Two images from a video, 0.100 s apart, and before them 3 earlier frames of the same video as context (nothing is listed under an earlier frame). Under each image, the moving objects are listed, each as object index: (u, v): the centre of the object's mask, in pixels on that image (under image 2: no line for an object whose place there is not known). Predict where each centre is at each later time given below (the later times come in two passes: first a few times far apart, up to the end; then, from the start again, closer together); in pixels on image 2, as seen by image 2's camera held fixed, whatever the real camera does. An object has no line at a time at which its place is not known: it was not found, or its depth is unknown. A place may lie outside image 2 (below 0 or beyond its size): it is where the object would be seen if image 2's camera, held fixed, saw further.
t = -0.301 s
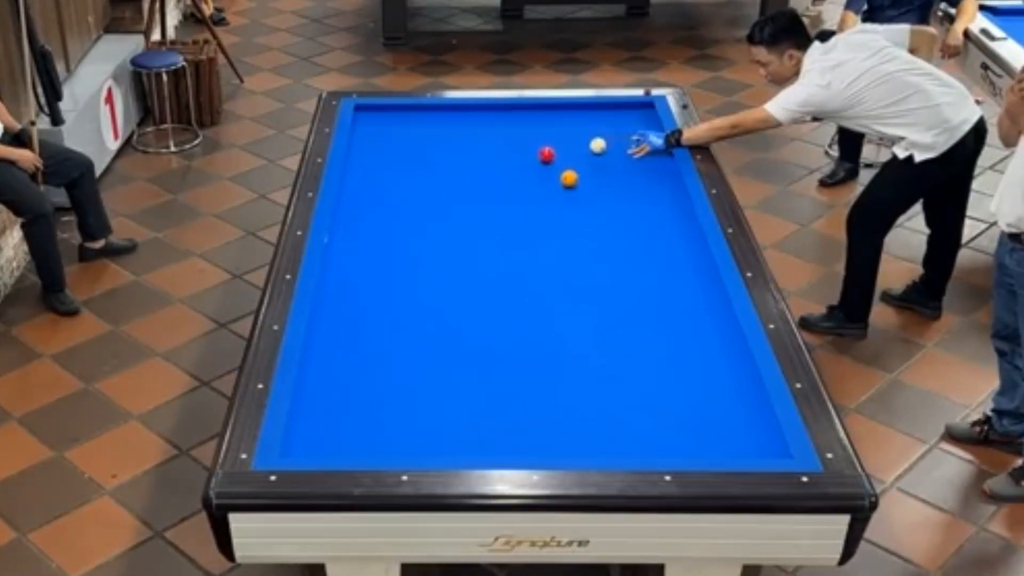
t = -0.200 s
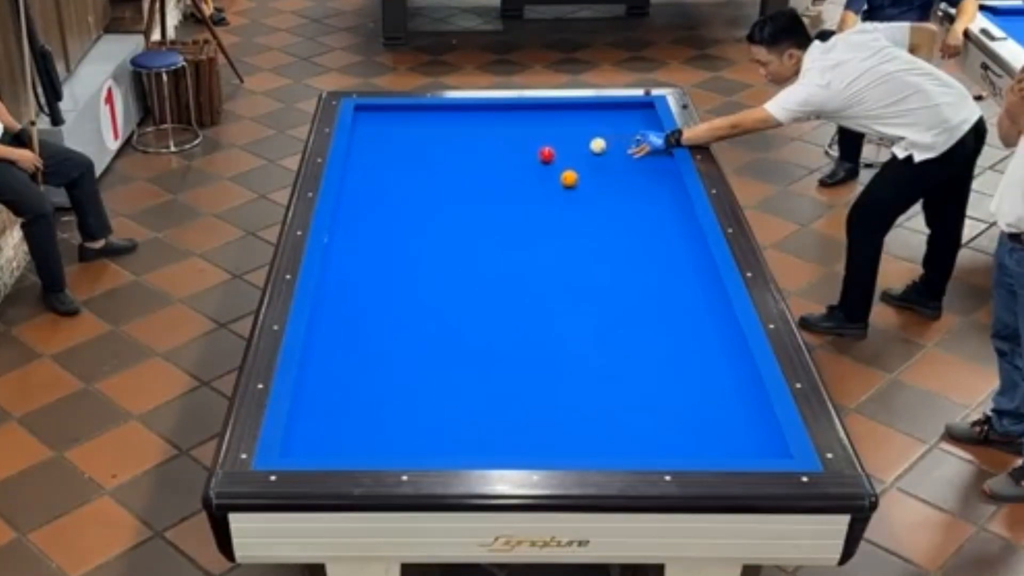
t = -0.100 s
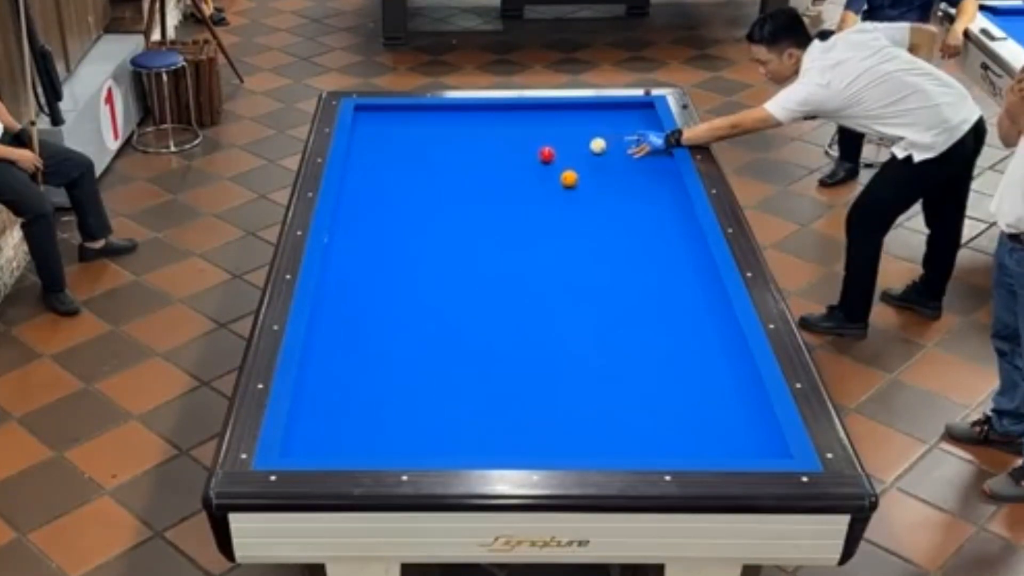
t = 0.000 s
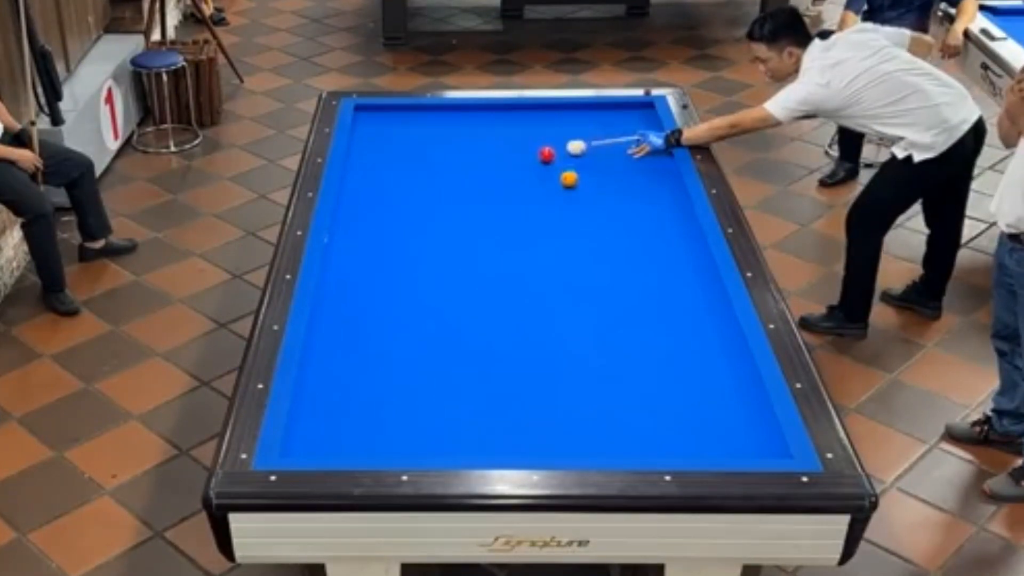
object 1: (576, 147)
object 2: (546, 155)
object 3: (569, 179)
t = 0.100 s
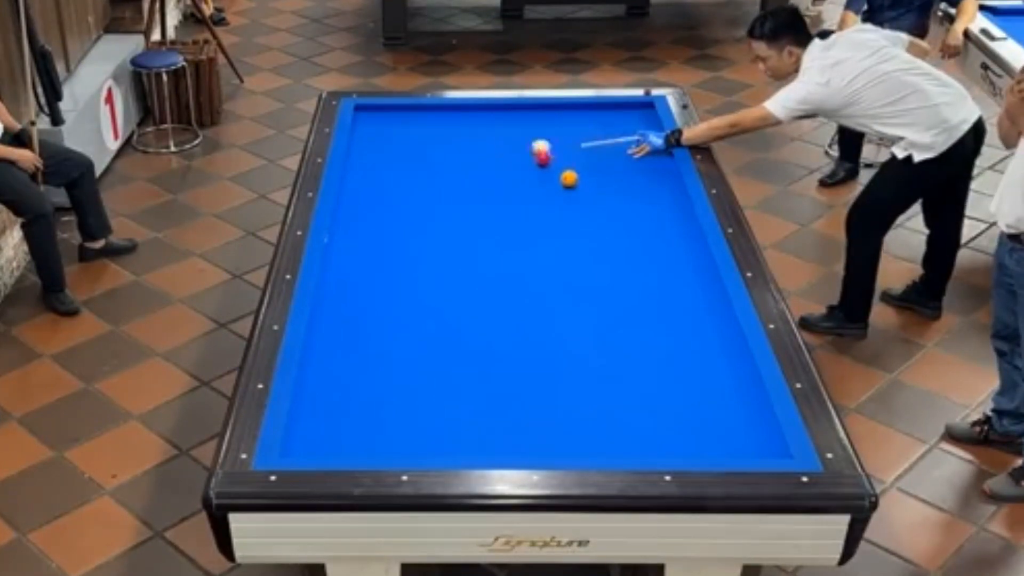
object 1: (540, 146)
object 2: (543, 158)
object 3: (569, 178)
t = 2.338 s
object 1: (572, 125)
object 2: (387, 281)
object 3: (569, 178)
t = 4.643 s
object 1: (580, 173)
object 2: (344, 403)
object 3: (567, 179)
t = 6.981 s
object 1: (571, 176)
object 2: (384, 440)
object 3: (523, 201)
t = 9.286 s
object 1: (571, 176)
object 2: (391, 432)
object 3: (520, 204)
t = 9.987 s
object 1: (571, 176)
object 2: (391, 432)
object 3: (520, 204)
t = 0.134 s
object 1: (531, 146)
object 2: (540, 160)
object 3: (568, 178)
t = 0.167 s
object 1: (521, 145)
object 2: (538, 162)
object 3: (569, 178)
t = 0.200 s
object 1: (511, 144)
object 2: (535, 164)
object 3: (569, 178)
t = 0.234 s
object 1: (501, 143)
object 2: (533, 166)
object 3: (569, 178)
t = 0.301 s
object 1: (482, 141)
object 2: (529, 169)
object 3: (569, 178)
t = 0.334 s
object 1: (472, 140)
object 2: (527, 171)
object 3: (569, 178)
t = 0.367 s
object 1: (462, 139)
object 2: (525, 174)
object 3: (569, 178)
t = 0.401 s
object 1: (453, 138)
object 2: (522, 175)
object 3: (569, 178)
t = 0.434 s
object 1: (443, 137)
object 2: (520, 176)
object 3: (569, 178)
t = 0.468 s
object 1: (434, 136)
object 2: (518, 178)
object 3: (569, 178)
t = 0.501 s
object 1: (425, 135)
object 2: (516, 180)
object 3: (569, 178)
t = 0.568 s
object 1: (406, 133)
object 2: (512, 183)
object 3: (569, 178)
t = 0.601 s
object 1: (397, 132)
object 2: (510, 185)
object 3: (569, 178)
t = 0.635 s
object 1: (388, 131)
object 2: (507, 187)
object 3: (569, 178)
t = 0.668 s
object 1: (379, 130)
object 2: (505, 189)
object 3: (569, 178)
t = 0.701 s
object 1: (370, 129)
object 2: (503, 191)
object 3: (569, 178)
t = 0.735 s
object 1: (361, 128)
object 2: (501, 192)
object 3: (569, 178)
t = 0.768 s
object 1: (359, 127)
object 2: (499, 194)
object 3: (569, 178)
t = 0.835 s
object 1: (374, 125)
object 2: (494, 197)
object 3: (569, 178)
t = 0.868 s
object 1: (380, 124)
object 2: (492, 199)
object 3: (569, 178)
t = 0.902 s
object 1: (386, 122)
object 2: (490, 201)
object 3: (569, 178)
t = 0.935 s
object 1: (392, 121)
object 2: (487, 203)
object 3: (569, 178)
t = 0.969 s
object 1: (397, 120)
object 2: (485, 205)
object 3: (569, 178)
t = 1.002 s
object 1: (401, 119)
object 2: (483, 206)
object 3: (569, 178)
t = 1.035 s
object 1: (406, 117)
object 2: (481, 208)
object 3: (569, 178)
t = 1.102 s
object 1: (416, 115)
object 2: (477, 212)
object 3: (569, 178)
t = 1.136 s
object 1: (421, 114)
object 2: (474, 214)
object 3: (569, 178)
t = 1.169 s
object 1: (426, 112)
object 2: (472, 215)
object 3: (569, 178)
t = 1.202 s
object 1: (431, 111)
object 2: (469, 217)
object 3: (569, 178)
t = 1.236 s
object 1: (436, 110)
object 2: (467, 219)
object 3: (569, 178)
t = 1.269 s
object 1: (440, 109)
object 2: (465, 221)
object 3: (569, 178)
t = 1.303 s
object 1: (445, 108)
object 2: (462, 223)
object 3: (569, 178)
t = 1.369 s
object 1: (454, 108)
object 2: (458, 226)
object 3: (569, 178)
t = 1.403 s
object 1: (458, 109)
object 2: (455, 229)
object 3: (569, 178)
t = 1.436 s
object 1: (462, 109)
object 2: (453, 230)
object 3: (569, 178)
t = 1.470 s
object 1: (466, 110)
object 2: (450, 232)
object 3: (569, 178)
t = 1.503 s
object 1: (470, 110)
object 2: (449, 234)
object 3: (569, 178)
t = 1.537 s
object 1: (474, 111)
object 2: (446, 235)
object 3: (569, 178)
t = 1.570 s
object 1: (478, 112)
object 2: (444, 238)
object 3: (569, 178)
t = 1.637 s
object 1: (487, 113)
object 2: (439, 242)
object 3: (569, 178)
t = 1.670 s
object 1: (491, 114)
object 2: (437, 243)
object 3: (569, 178)
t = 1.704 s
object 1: (495, 114)
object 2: (434, 245)
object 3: (569, 178)
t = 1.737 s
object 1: (499, 115)
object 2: (432, 247)
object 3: (569, 178)
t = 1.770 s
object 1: (503, 115)
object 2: (430, 249)
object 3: (569, 178)
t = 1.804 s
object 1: (507, 116)
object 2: (427, 251)
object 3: (569, 178)
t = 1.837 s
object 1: (511, 116)
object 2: (425, 253)
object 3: (569, 178)
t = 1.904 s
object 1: (519, 117)
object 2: (420, 256)
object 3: (569, 178)
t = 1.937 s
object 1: (524, 118)
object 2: (417, 258)
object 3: (569, 178)
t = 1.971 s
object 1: (528, 119)
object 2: (415, 260)
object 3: (569, 178)
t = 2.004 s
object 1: (532, 119)
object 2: (413, 262)
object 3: (569, 178)
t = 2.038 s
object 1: (536, 120)
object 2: (411, 264)
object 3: (569, 178)
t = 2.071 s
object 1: (540, 120)
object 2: (407, 266)
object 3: (569, 178)
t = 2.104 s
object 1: (544, 121)
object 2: (405, 268)
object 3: (569, 178)
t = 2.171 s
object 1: (552, 122)
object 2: (401, 272)
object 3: (569, 178)
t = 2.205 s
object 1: (556, 122)
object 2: (398, 274)
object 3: (569, 178)
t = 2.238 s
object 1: (560, 123)
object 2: (395, 275)
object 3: (569, 178)
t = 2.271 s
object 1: (564, 124)
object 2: (393, 277)
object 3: (569, 178)
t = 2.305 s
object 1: (569, 124)
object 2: (390, 280)
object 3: (569, 178)
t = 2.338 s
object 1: (572, 125)
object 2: (387, 281)
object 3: (569, 178)
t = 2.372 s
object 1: (577, 125)
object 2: (385, 283)
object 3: (569, 178)
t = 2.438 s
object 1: (585, 127)
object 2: (380, 287)
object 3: (569, 178)
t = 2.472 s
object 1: (589, 127)
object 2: (377, 289)
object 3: (569, 178)
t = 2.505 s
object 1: (593, 128)
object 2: (375, 291)
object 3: (569, 178)
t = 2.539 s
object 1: (597, 129)
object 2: (373, 293)
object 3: (569, 178)
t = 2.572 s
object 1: (601, 129)
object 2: (370, 295)
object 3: (569, 178)
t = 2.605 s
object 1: (605, 130)
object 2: (368, 297)
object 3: (569, 178)
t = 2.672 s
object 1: (613, 131)
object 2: (363, 301)
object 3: (569, 178)
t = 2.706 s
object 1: (617, 131)
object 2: (360, 303)
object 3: (569, 178)
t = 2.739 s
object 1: (621, 132)
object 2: (357, 305)
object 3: (569, 178)
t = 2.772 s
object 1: (626, 133)
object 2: (354, 307)
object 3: (569, 178)
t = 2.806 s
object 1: (630, 133)
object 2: (352, 309)
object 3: (569, 178)
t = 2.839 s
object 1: (633, 134)
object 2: (349, 311)
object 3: (569, 178)
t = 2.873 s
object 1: (637, 134)
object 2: (347, 312)
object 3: (569, 178)
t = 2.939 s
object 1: (646, 135)
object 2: (342, 316)
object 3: (569, 178)
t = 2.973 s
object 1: (650, 135)
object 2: (339, 318)
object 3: (569, 178)
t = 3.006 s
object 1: (654, 137)
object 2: (337, 320)
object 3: (569, 178)
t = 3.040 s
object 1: (658, 137)
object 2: (335, 322)
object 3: (569, 178)
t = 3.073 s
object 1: (657, 137)
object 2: (332, 324)
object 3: (569, 178)
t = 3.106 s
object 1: (655, 138)
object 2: (329, 326)
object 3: (569, 178)
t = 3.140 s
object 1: (653, 140)
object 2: (327, 328)
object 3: (569, 178)
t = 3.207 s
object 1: (649, 141)
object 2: (321, 332)
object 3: (569, 178)
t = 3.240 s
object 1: (648, 142)
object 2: (318, 334)
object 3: (569, 178)
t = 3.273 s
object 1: (646, 143)
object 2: (315, 336)
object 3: (569, 178)
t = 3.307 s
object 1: (644, 143)
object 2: (314, 339)
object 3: (569, 178)
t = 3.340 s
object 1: (643, 144)
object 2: (315, 340)
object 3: (569, 178)
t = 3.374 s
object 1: (641, 145)
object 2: (316, 342)
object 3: (569, 178)
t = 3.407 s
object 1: (639, 146)
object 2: (317, 343)
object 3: (569, 178)
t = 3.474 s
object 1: (636, 148)
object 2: (318, 346)
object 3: (569, 178)
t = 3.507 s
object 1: (634, 149)
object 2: (319, 348)
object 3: (569, 178)
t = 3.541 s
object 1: (632, 149)
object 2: (320, 349)
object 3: (569, 178)
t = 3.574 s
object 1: (630, 150)
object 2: (321, 351)
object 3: (569, 178)
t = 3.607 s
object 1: (629, 151)
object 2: (321, 353)
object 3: (569, 178)
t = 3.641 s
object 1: (627, 152)
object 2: (322, 355)
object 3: (569, 178)
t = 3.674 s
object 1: (625, 152)
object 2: (323, 356)
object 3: (569, 178)
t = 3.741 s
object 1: (622, 154)
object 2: (325, 359)
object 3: (569, 178)
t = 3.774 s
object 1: (620, 155)
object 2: (325, 361)
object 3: (569, 178)
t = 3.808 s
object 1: (618, 155)
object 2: (326, 362)
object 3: (569, 178)
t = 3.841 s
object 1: (617, 156)
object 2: (326, 364)
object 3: (569, 178)
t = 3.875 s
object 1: (615, 157)
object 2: (327, 366)
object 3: (569, 178)
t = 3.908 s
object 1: (613, 158)
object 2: (328, 367)
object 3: (569, 178)
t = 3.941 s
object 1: (612, 159)
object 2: (329, 369)
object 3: (569, 178)
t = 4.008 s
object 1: (608, 160)
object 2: (330, 372)
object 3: (569, 178)
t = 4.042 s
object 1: (607, 161)
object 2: (331, 374)
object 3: (569, 178)
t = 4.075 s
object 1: (605, 162)
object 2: (331, 376)
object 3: (569, 178)
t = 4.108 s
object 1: (604, 162)
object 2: (332, 377)
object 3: (569, 178)
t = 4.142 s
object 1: (602, 163)
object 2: (333, 379)
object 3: (569, 178)
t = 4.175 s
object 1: (600, 164)
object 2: (334, 380)
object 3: (569, 178)
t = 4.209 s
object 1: (597, 165)
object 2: (335, 383)
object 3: (569, 178)
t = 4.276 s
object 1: (594, 167)
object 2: (336, 387)
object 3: (569, 178)
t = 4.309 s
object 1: (592, 167)
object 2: (337, 388)
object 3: (569, 178)
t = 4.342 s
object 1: (590, 168)
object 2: (338, 389)
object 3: (569, 178)
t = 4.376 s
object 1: (589, 169)
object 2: (339, 391)
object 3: (569, 178)
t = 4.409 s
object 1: (588, 170)
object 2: (339, 392)
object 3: (569, 178)
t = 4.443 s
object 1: (586, 171)
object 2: (340, 394)
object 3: (569, 178)
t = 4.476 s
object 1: (584, 171)
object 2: (341, 396)
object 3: (569, 179)
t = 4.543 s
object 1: (582, 172)
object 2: (342, 399)
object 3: (569, 179)
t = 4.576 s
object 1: (581, 172)
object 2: (343, 400)
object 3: (568, 179)
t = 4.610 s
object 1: (580, 173)
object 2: (343, 402)
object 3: (567, 179)
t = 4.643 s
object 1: (580, 173)
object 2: (344, 403)
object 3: (567, 179)
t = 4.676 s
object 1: (579, 173)
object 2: (345, 405)
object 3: (566, 180)
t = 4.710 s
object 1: (579, 173)
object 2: (346, 406)
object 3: (565, 180)
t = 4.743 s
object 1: (578, 173)
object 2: (346, 408)
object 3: (564, 180)
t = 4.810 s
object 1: (578, 173)
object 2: (348, 411)
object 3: (564, 181)
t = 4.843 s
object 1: (577, 174)
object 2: (348, 412)
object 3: (563, 181)
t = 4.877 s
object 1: (577, 174)
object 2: (349, 413)
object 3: (562, 181)
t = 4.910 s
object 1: (576, 174)
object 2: (350, 415)
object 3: (561, 182)
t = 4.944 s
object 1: (575, 174)
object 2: (351, 416)
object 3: (559, 182)
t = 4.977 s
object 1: (575, 175)
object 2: (351, 418)
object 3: (559, 183)
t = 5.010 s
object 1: (574, 175)
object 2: (352, 419)
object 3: (558, 183)
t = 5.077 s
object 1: (574, 175)
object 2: (353, 422)
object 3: (557, 184)
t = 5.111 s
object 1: (574, 175)
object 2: (354, 423)
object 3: (556, 185)
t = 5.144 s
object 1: (574, 175)
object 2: (355, 425)
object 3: (555, 185)
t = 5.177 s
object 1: (574, 175)
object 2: (355, 426)
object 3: (554, 185)
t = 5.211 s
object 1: (573, 175)
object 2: (357, 427)
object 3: (552, 186)
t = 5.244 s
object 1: (573, 175)
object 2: (357, 428)
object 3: (552, 187)
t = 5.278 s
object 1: (573, 175)
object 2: (358, 430)
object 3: (551, 187)
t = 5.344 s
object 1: (572, 175)
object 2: (359, 432)
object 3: (550, 188)
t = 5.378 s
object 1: (572, 175)
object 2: (360, 433)
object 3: (549, 188)
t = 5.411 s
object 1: (572, 175)
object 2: (361, 434)
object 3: (548, 189)
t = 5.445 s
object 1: (572, 175)
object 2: (361, 436)
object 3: (547, 189)
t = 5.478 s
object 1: (572, 175)
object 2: (362, 438)
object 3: (546, 189)
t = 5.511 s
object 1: (572, 176)
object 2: (363, 438)
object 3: (546, 190)
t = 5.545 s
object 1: (572, 176)
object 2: (363, 440)
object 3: (545, 190)
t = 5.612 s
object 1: (572, 176)
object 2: (365, 442)
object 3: (543, 191)
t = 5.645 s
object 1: (572, 176)
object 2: (366, 443)
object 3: (543, 191)
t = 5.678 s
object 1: (572, 176)
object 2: (366, 443)
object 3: (542, 191)
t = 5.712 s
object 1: (572, 176)
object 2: (367, 444)
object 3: (542, 192)
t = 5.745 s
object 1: (571, 176)
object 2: (367, 445)
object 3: (541, 192)
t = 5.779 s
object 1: (571, 176)
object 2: (367, 445)
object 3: (541, 192)
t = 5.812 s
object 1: (571, 176)
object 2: (368, 446)
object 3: (540, 192)
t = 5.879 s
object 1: (571, 176)
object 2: (370, 448)
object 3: (538, 193)
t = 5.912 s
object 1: (571, 176)
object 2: (371, 448)
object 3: (538, 193)
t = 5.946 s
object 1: (571, 176)
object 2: (371, 449)
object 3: (537, 194)
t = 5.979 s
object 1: (571, 176)
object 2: (372, 448)
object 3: (537, 194)
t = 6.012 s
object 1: (571, 176)
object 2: (372, 448)
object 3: (536, 195)
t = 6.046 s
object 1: (571, 176)
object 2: (373, 448)
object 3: (535, 195)
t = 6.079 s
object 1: (571, 176)
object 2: (373, 447)
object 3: (535, 195)
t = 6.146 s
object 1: (571, 176)
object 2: (374, 447)
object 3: (534, 196)
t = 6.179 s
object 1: (571, 176)
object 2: (375, 447)
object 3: (534, 196)
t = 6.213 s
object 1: (572, 176)
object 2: (375, 447)
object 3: (533, 197)
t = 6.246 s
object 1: (572, 176)
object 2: (376, 446)
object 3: (532, 197)
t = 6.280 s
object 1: (572, 176)
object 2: (377, 446)
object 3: (532, 197)
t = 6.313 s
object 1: (572, 176)
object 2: (377, 445)
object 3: (531, 197)
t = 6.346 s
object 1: (572, 176)
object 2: (378, 445)
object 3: (531, 198)
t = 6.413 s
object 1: (572, 176)
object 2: (379, 444)
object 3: (530, 198)
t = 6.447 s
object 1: (571, 176)
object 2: (379, 444)
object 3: (529, 198)
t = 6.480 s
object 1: (572, 176)
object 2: (379, 444)
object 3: (529, 198)
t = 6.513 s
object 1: (572, 176)
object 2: (380, 443)
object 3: (529, 199)
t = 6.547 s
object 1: (572, 176)
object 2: (380, 443)
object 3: (528, 199)
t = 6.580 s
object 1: (572, 176)
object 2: (380, 443)
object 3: (528, 199)
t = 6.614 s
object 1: (572, 176)
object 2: (381, 442)
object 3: (527, 200)
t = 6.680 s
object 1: (572, 176)
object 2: (381, 442)
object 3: (526, 200)
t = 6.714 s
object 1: (572, 176)
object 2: (381, 442)
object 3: (526, 200)
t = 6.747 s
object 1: (572, 176)
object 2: (382, 442)
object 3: (526, 200)
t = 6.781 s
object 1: (572, 176)
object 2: (382, 442)
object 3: (526, 200)
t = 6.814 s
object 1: (572, 176)
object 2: (382, 441)
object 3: (525, 200)
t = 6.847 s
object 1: (572, 176)
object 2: (382, 441)
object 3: (525, 201)
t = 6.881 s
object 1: (572, 176)
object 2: (383, 441)
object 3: (525, 201)
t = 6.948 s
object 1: (571, 176)
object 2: (384, 440)
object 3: (524, 201)
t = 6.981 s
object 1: (571, 176)
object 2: (384, 440)
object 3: (523, 201)
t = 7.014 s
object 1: (572, 176)
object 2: (385, 440)
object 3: (523, 201)
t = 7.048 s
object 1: (571, 176)
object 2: (385, 439)
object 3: (523, 202)
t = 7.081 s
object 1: (572, 176)
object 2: (385, 439)
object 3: (523, 201)
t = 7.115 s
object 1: (572, 176)
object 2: (385, 439)
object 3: (522, 202)
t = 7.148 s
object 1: (572, 176)
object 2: (385, 438)
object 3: (522, 202)
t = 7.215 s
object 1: (571, 176)
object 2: (388, 436)
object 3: (521, 202)
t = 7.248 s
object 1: (571, 176)
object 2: (388, 436)
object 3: (521, 203)
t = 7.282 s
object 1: (571, 176)
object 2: (388, 435)
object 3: (521, 203)
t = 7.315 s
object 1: (571, 176)
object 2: (388, 435)
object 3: (521, 203)
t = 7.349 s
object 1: (571, 176)
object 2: (388, 435)
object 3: (521, 203)
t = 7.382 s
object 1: (571, 176)
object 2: (388, 434)
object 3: (520, 203)
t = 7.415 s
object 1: (571, 176)
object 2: (389, 434)
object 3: (521, 203)
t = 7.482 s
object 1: (571, 176)
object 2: (389, 434)
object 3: (520, 203)
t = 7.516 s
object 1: (571, 176)
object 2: (389, 433)
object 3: (520, 203)
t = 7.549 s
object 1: (571, 176)
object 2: (389, 433)
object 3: (520, 203)
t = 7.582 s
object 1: (571, 176)
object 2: (389, 433)
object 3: (520, 203)
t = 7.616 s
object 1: (571, 176)
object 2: (389, 433)
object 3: (520, 203)
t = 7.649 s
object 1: (571, 176)
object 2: (390, 433)
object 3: (520, 203)
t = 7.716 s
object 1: (571, 175)
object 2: (390, 432)
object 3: (520, 204)
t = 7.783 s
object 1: (571, 175)
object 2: (390, 433)
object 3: (520, 204)
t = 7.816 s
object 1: (571, 175)
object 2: (390, 433)
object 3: (520, 204)
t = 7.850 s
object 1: (571, 175)
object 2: (390, 433)
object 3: (520, 204)
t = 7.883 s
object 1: (571, 175)
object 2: (390, 433)
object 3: (520, 204)
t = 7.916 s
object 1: (571, 175)
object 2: (390, 432)
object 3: (520, 204)
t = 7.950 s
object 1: (571, 175)
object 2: (390, 432)
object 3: (520, 204)
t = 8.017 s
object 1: (571, 175)
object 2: (390, 432)
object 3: (520, 204)
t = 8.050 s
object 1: (571, 175)
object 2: (390, 432)
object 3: (520, 204)
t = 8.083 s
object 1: (571, 175)
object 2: (390, 432)
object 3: (519, 204)
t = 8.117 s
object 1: (571, 175)
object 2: (390, 432)
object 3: (520, 204)
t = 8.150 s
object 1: (571, 175)
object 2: (390, 432)
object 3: (520, 204)
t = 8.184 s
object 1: (571, 175)
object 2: (390, 432)
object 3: (520, 204)
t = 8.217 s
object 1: (571, 176)
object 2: (391, 432)
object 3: (520, 204)
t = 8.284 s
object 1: (571, 176)
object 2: (391, 432)
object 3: (520, 204)
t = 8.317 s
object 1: (571, 176)
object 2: (391, 432)
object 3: (520, 204)
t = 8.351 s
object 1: (571, 176)
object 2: (391, 432)
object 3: (520, 204)
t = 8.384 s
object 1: (571, 176)
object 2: (391, 432)
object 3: (520, 204)
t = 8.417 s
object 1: (571, 176)
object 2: (391, 432)
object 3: (520, 204)
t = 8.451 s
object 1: (571, 176)
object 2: (391, 432)
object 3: (520, 204)
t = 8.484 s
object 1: (571, 176)
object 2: (391, 432)
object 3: (520, 204)
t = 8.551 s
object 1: (571, 176)
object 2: (391, 432)
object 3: (520, 204)
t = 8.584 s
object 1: (571, 176)
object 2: (391, 432)
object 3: (520, 204)
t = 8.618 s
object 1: (571, 176)
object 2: (391, 432)
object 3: (520, 204)
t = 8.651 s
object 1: (571, 176)
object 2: (391, 432)
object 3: (520, 204)
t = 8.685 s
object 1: (571, 176)
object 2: (391, 432)
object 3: (520, 204)
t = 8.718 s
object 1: (571, 176)
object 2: (391, 432)
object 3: (520, 204)
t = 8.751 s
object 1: (571, 176)
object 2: (391, 432)
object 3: (520, 204)
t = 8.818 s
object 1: (571, 176)
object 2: (391, 432)
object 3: (520, 204)
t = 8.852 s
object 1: (571, 176)
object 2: (391, 432)
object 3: (520, 204)
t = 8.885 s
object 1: (571, 176)
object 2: (391, 432)
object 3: (520, 204)
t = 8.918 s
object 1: (571, 176)
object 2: (391, 432)
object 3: (520, 204)
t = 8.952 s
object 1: (571, 176)
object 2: (391, 432)
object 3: (520, 204)
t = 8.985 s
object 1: (571, 176)
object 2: (391, 432)
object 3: (520, 204)
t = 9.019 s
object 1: (571, 176)
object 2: (391, 432)
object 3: (520, 204)
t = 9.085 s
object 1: (571, 176)
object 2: (391, 432)
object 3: (520, 204)
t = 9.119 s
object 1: (571, 176)
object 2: (391, 432)
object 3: (520, 204)
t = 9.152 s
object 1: (571, 176)
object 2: (391, 432)
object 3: (520, 204)
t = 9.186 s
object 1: (571, 176)
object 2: (391, 432)
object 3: (520, 204)
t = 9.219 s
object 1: (571, 176)
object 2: (391, 432)
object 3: (520, 204)
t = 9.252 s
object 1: (571, 176)
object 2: (391, 432)
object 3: (520, 204)
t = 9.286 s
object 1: (571, 176)
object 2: (391, 432)
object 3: (520, 204)
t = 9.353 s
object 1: (571, 176)
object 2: (391, 432)
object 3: (520, 204)
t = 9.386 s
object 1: (571, 176)
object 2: (391, 432)
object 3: (520, 204)
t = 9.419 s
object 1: (571, 176)
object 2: (391, 432)
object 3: (520, 204)
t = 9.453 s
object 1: (571, 176)
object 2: (391, 432)
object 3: (520, 204)
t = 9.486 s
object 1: (571, 176)
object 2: (391, 432)
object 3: (520, 204)
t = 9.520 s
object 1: (571, 176)
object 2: (391, 432)
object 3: (520, 204)
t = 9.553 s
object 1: (571, 176)
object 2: (391, 432)
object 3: (520, 204)
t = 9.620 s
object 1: (571, 176)
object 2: (391, 432)
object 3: (520, 204)
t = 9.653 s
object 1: (571, 176)
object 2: (391, 432)
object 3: (520, 204)
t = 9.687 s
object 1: (571, 176)
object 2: (391, 432)
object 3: (520, 204)
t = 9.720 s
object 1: (571, 176)
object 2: (391, 432)
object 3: (520, 204)
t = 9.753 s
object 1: (571, 176)
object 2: (391, 432)
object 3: (520, 204)
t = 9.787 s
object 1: (571, 176)
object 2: (391, 432)
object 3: (520, 204)
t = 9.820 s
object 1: (571, 176)
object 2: (391, 432)
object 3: (520, 204)
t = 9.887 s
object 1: (571, 176)
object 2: (391, 432)
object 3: (520, 204)
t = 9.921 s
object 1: (571, 176)
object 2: (391, 432)
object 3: (520, 204)
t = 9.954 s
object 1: (571, 176)
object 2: (391, 432)
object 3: (520, 204)
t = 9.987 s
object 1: (571, 176)
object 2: (391, 432)
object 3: (520, 204)
